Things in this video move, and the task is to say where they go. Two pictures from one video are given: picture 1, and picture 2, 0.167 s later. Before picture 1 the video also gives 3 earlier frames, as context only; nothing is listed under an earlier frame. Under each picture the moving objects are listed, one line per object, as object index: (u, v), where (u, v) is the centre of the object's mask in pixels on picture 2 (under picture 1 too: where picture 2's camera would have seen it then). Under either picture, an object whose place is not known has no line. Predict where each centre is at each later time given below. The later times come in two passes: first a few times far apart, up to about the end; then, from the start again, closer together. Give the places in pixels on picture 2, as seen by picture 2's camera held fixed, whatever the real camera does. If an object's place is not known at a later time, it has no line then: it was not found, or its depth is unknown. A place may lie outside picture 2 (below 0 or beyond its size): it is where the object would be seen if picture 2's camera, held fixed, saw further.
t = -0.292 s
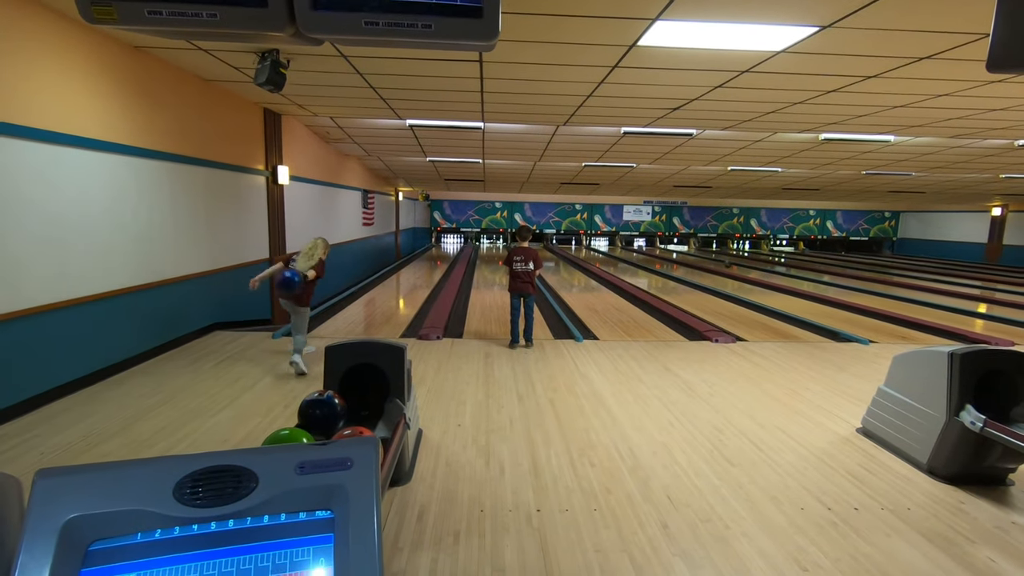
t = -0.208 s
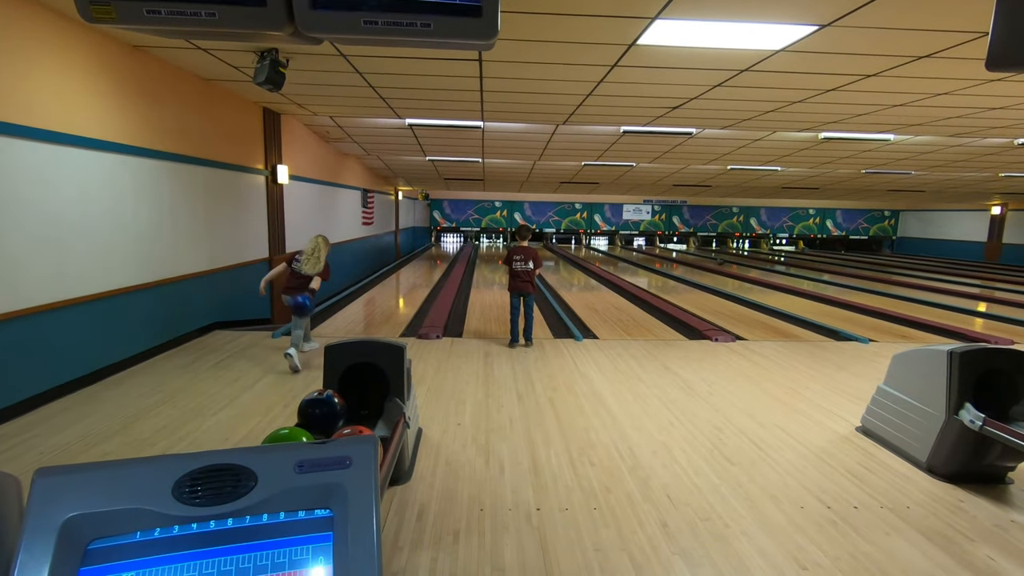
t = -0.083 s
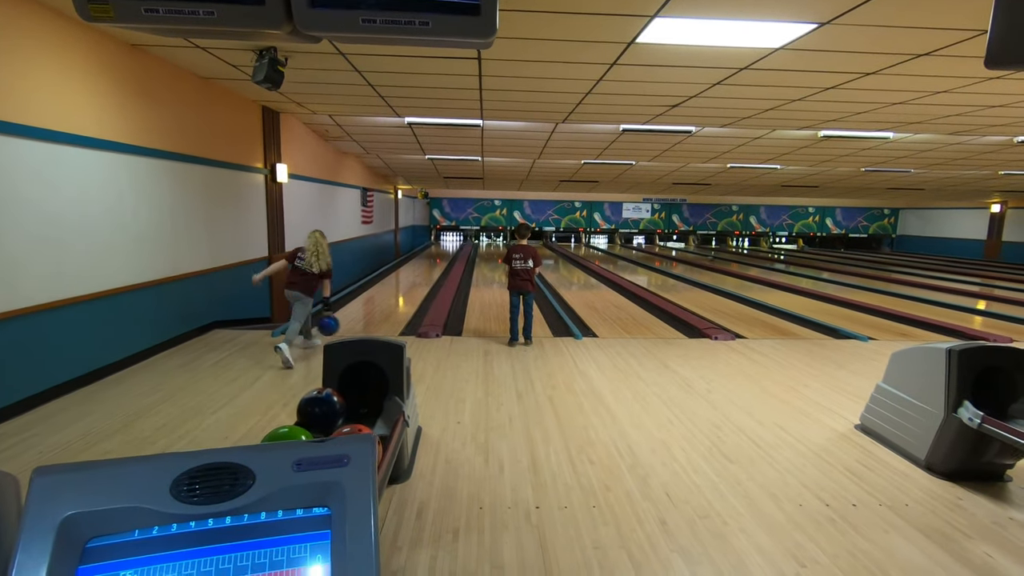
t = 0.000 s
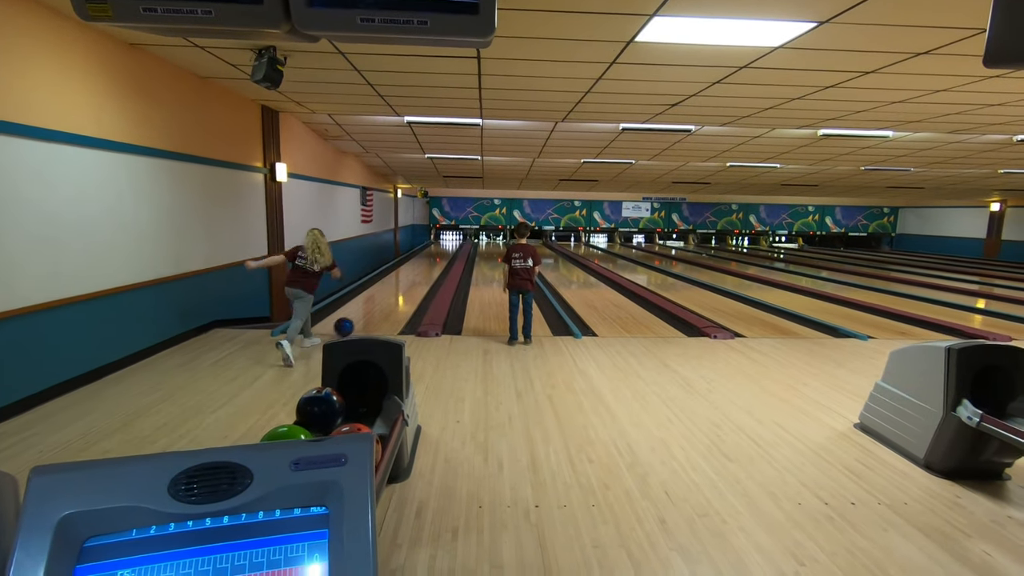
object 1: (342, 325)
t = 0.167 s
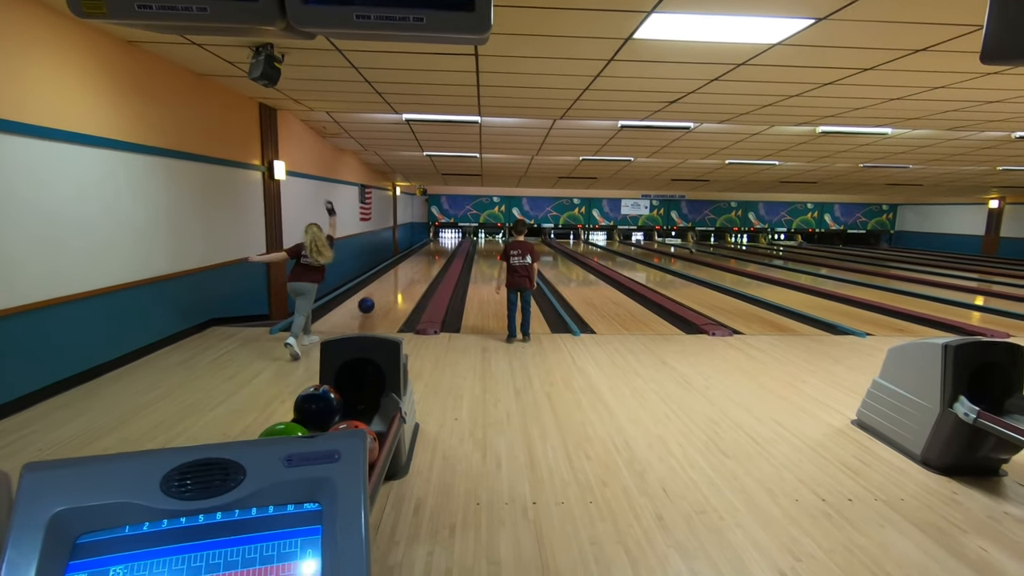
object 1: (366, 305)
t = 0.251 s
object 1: (375, 300)
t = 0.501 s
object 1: (396, 283)
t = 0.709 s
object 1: (409, 274)
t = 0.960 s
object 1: (420, 265)
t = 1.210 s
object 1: (427, 259)
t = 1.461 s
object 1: (433, 255)
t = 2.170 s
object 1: (447, 244)
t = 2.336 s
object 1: (448, 242)
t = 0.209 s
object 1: (371, 304)
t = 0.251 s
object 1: (375, 300)
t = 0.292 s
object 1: (379, 297)
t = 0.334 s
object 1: (383, 294)
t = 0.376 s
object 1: (387, 291)
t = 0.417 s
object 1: (390, 288)
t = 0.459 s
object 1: (393, 286)
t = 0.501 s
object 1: (396, 283)
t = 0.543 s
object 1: (399, 282)
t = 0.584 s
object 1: (402, 280)
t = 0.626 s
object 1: (404, 277)
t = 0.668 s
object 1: (407, 276)
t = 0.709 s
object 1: (409, 274)
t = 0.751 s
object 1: (411, 273)
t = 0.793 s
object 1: (413, 271)
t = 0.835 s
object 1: (415, 269)
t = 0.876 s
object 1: (416, 268)
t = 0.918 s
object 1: (418, 267)
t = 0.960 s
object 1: (420, 265)
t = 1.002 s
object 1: (421, 264)
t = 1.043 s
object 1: (422, 263)
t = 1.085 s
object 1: (424, 262)
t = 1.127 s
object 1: (425, 262)
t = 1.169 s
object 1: (426, 260)
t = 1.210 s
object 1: (427, 259)
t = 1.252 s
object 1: (428, 259)
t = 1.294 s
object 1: (430, 257)
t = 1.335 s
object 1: (431, 256)
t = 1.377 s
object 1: (432, 255)
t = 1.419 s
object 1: (433, 255)
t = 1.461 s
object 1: (433, 255)
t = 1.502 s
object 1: (435, 253)
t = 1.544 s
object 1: (435, 253)
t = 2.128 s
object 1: (446, 244)
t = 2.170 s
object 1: (447, 244)
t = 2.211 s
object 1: (447, 244)
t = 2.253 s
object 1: (447, 243)
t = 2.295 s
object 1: (448, 242)
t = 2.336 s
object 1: (448, 242)
